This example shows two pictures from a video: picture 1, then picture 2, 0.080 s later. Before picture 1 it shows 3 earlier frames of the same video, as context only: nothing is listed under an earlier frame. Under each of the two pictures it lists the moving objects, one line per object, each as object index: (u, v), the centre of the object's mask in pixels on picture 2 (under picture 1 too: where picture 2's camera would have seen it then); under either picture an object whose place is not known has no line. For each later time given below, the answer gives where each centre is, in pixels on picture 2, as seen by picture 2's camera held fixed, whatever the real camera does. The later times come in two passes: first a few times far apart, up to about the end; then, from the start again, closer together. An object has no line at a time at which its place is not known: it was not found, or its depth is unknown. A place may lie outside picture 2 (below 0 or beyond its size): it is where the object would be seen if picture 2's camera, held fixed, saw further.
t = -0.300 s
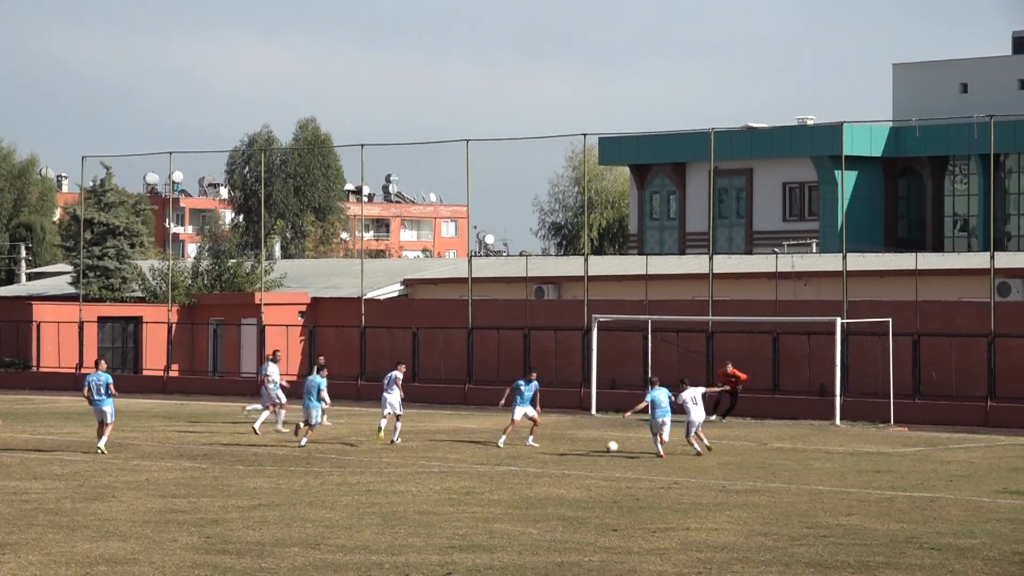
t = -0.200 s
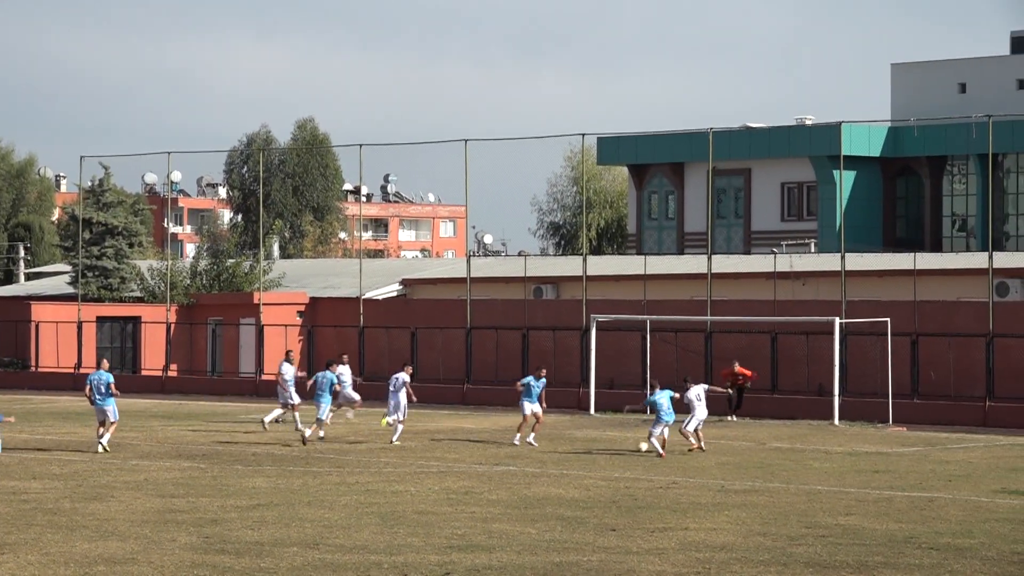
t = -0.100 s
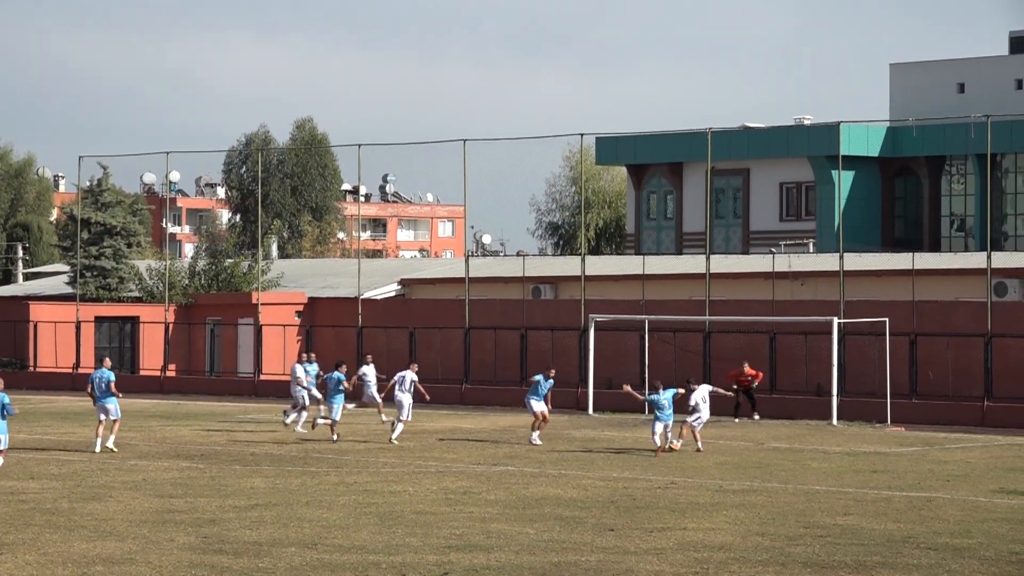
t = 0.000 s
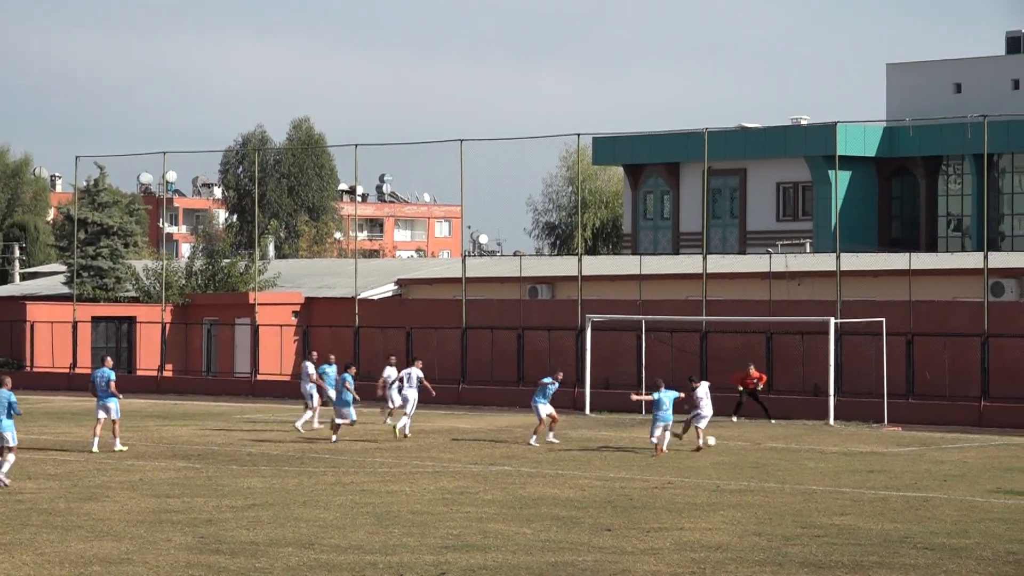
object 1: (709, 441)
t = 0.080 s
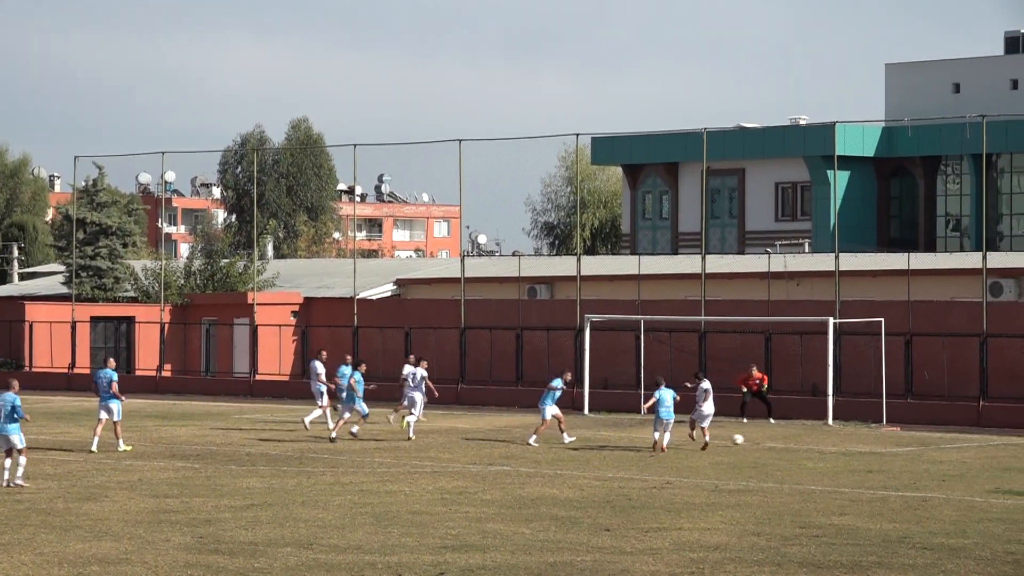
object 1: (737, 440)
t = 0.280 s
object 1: (804, 434)
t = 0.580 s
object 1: (892, 430)
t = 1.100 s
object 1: (1019, 429)
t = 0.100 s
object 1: (745, 439)
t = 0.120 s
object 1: (752, 440)
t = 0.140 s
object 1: (758, 440)
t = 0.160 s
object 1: (766, 440)
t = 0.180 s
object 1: (772, 438)
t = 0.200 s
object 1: (779, 437)
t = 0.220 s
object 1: (785, 436)
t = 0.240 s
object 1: (792, 435)
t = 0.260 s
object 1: (798, 434)
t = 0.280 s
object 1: (804, 434)
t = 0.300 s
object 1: (811, 433)
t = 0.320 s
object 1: (817, 433)
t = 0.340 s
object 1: (823, 434)
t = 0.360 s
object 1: (829, 434)
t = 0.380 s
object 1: (836, 434)
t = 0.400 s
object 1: (842, 435)
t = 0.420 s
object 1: (848, 435)
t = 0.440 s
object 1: (853, 435)
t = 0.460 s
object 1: (859, 433)
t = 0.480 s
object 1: (865, 432)
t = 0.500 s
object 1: (870, 431)
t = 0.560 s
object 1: (887, 430)
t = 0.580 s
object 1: (892, 430)
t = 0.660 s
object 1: (914, 432)
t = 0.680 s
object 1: (919, 431)
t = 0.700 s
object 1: (924, 431)
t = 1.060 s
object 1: (1009, 428)
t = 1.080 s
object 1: (1014, 428)
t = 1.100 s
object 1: (1019, 429)
